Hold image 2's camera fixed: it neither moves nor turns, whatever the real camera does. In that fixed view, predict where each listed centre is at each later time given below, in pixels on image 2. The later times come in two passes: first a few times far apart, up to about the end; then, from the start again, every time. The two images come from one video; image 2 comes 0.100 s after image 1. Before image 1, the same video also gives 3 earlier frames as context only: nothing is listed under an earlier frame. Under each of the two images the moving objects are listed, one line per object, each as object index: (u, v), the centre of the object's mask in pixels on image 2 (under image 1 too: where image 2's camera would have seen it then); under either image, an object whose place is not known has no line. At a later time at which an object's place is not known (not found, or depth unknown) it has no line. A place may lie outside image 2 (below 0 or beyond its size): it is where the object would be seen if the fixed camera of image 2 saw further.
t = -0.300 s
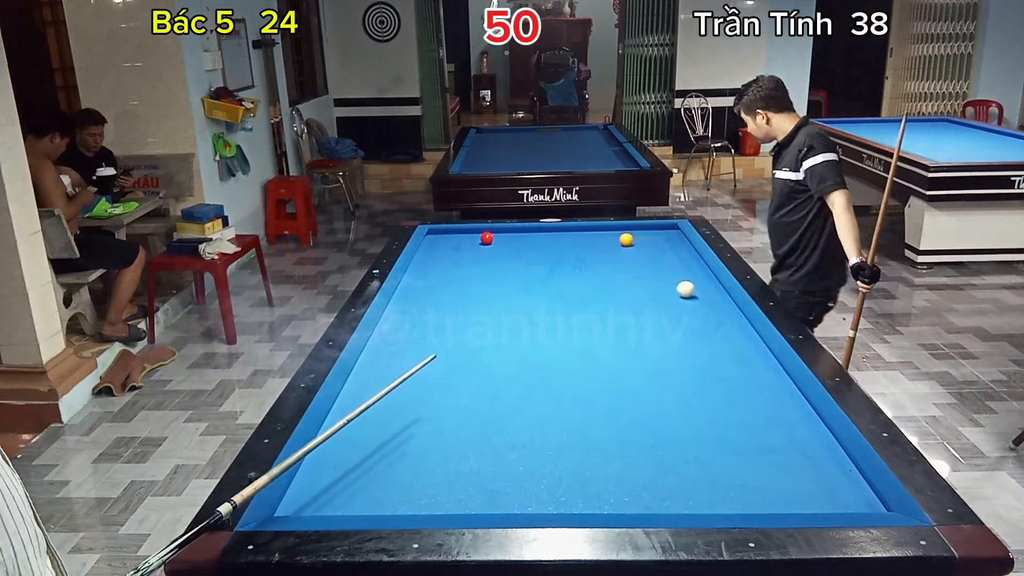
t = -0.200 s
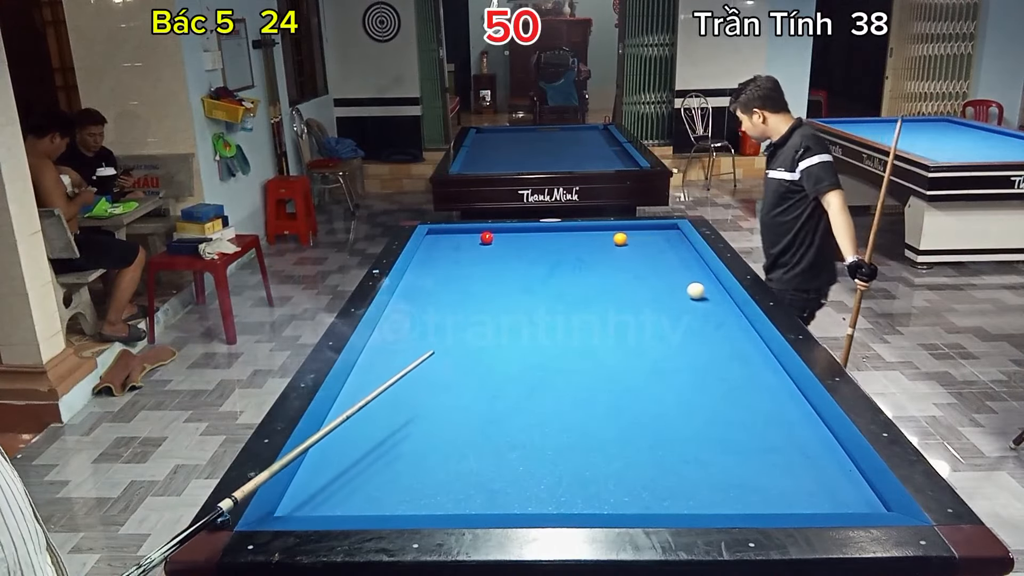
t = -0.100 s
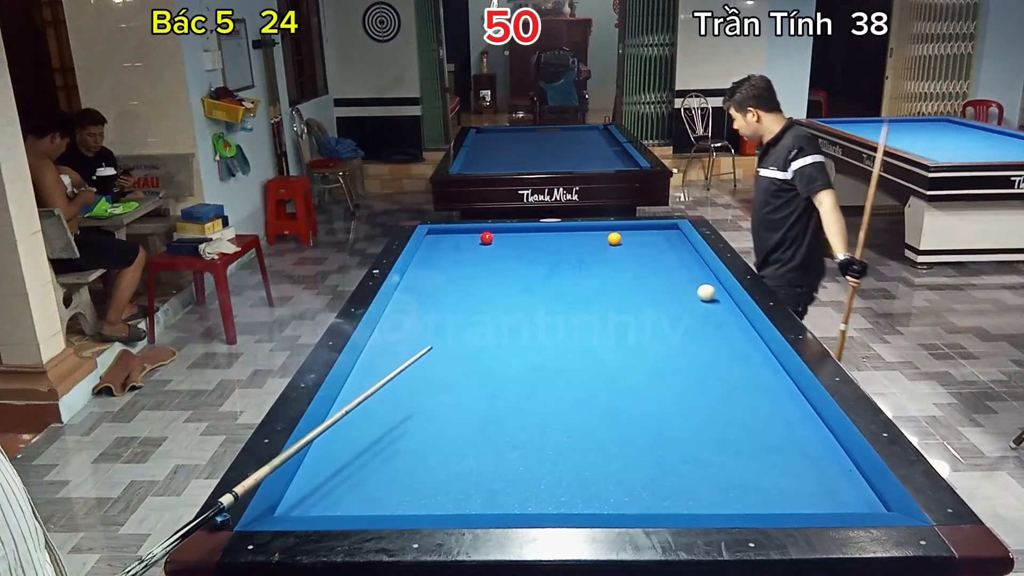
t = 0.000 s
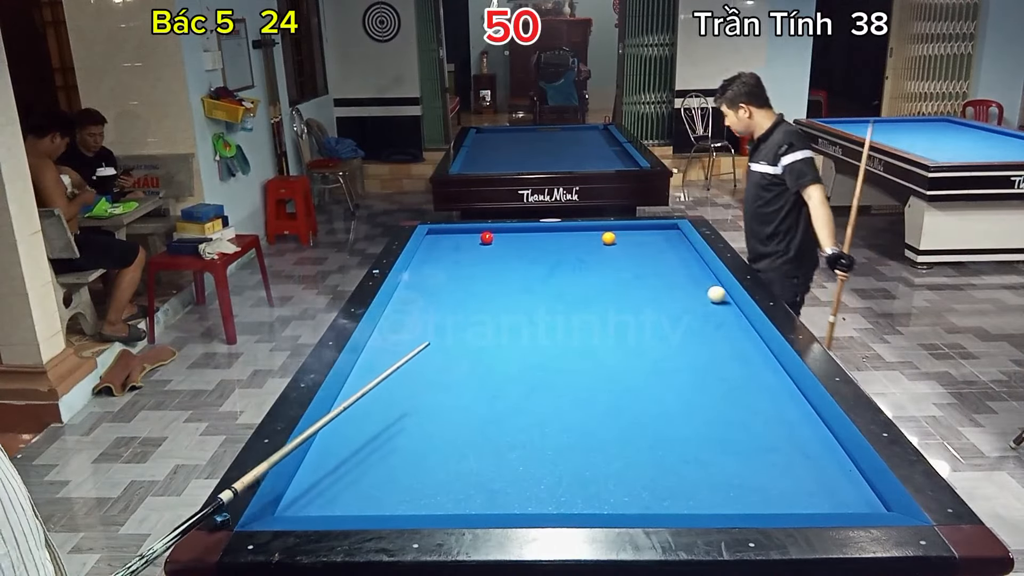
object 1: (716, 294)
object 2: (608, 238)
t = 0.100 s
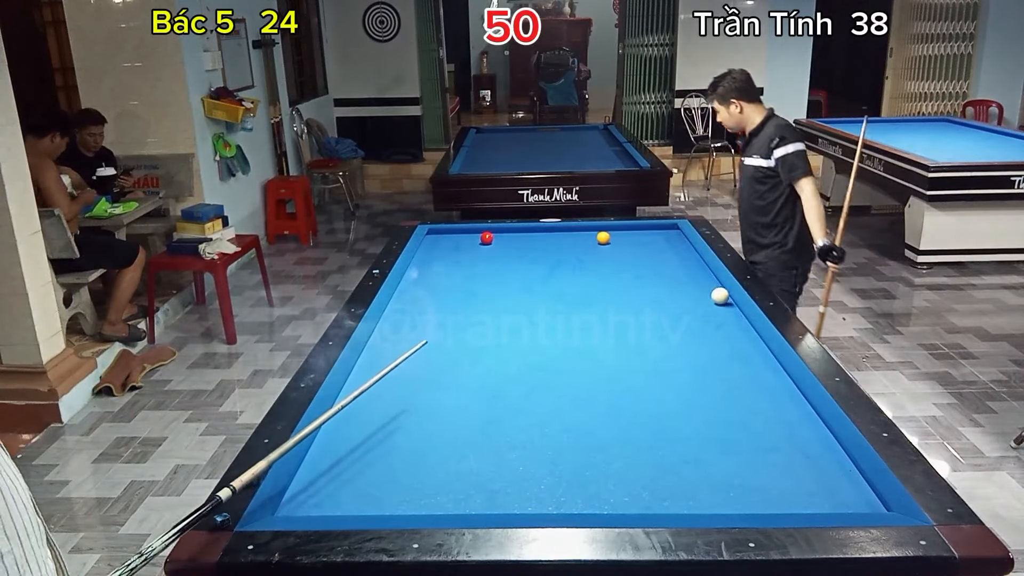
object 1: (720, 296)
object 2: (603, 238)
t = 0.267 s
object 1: (713, 297)
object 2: (594, 237)
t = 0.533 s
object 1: (701, 300)
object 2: (581, 236)
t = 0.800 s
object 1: (691, 302)
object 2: (568, 235)
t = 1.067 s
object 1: (681, 305)
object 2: (556, 234)
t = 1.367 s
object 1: (670, 307)
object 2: (543, 233)
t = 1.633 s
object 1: (660, 309)
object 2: (533, 233)
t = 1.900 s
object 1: (651, 311)
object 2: (523, 232)
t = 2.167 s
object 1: (642, 312)
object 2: (514, 231)
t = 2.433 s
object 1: (635, 314)
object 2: (505, 231)
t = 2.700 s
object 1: (627, 315)
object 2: (497, 230)
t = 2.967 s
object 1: (621, 316)
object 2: (491, 229)
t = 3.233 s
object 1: (616, 317)
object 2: (485, 229)
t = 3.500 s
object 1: (611, 318)
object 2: (480, 230)
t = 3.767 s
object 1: (607, 319)
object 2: (477, 231)
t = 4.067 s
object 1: (604, 320)
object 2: (473, 231)
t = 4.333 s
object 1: (602, 320)
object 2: (470, 231)
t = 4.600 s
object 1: (600, 320)
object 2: (467, 231)
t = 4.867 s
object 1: (600, 320)
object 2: (465, 231)
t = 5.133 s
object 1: (600, 320)
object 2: (464, 231)
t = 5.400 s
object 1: (600, 320)
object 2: (463, 231)
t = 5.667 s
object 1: (600, 320)
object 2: (462, 231)
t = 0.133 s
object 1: (718, 296)
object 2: (601, 238)
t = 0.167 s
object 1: (717, 296)
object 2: (599, 237)
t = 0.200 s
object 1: (716, 296)
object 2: (598, 237)
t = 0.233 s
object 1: (714, 297)
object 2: (596, 237)
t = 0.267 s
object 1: (713, 297)
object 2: (594, 237)
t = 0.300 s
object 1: (711, 298)
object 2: (592, 237)
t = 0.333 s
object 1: (710, 298)
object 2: (590, 237)
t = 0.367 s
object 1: (708, 298)
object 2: (589, 237)
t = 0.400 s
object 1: (707, 299)
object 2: (587, 237)
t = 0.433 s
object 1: (706, 299)
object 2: (585, 237)
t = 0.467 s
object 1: (704, 299)
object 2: (584, 236)
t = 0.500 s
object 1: (703, 300)
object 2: (582, 236)
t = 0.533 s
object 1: (701, 300)
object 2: (581, 236)
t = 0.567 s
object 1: (700, 300)
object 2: (579, 236)
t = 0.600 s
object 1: (699, 300)
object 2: (577, 236)
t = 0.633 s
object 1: (698, 301)
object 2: (576, 236)
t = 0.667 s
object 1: (696, 301)
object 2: (574, 236)
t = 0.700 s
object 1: (695, 301)
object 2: (573, 236)
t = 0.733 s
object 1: (693, 302)
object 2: (571, 235)
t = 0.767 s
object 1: (692, 302)
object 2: (570, 235)
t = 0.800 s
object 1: (691, 302)
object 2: (568, 235)
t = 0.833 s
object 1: (690, 302)
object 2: (566, 235)
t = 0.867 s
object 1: (689, 303)
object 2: (565, 235)
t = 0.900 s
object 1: (687, 303)
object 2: (563, 235)
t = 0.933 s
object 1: (686, 303)
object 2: (562, 235)
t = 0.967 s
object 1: (685, 304)
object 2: (560, 235)
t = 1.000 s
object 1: (683, 304)
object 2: (559, 235)
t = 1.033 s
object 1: (682, 304)
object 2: (557, 235)
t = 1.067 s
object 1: (681, 305)
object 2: (556, 234)
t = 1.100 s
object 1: (680, 305)
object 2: (554, 234)
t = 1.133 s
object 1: (678, 305)
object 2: (553, 234)
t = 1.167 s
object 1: (677, 306)
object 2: (552, 234)
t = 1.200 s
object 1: (676, 306)
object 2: (550, 234)
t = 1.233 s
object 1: (675, 306)
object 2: (549, 234)
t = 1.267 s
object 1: (673, 306)
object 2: (547, 234)
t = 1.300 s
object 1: (672, 307)
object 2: (546, 234)
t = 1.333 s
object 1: (671, 307)
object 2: (544, 234)
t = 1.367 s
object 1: (670, 307)
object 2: (543, 233)
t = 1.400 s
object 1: (669, 307)
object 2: (542, 233)
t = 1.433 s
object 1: (667, 308)
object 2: (541, 233)
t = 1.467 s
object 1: (666, 308)
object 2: (539, 233)
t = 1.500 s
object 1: (665, 308)
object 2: (538, 233)
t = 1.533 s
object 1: (664, 308)
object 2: (536, 233)
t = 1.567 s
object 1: (663, 308)
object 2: (535, 233)
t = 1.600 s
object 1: (661, 309)
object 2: (534, 233)
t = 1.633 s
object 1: (660, 309)
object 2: (533, 233)
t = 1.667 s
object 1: (659, 309)
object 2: (531, 233)
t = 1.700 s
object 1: (658, 309)
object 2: (530, 233)
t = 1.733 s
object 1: (657, 310)
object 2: (529, 232)
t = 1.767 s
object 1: (655, 310)
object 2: (527, 232)
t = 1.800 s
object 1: (654, 310)
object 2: (526, 232)
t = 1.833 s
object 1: (653, 310)
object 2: (525, 232)
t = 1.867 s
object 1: (652, 310)
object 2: (524, 232)
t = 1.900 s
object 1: (651, 311)
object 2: (523, 232)
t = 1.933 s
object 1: (650, 311)
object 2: (521, 232)
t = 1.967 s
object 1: (649, 311)
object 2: (520, 232)
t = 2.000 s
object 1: (648, 311)
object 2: (519, 232)
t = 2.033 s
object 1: (647, 312)
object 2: (518, 232)
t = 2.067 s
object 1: (646, 312)
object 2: (517, 232)
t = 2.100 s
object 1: (645, 312)
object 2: (516, 231)
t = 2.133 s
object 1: (643, 312)
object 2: (515, 231)
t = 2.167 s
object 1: (642, 312)
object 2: (514, 231)
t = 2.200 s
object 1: (641, 312)
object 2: (512, 231)
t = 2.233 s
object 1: (640, 313)
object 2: (511, 231)
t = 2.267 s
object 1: (639, 313)
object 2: (510, 231)
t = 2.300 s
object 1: (638, 313)
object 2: (509, 231)
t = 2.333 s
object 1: (637, 313)
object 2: (508, 231)
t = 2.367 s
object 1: (637, 313)
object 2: (507, 231)
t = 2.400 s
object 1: (636, 314)
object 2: (506, 231)
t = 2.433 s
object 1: (635, 314)
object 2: (505, 231)
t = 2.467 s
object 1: (634, 314)
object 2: (504, 230)
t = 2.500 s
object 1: (633, 314)
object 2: (503, 230)
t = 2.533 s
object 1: (632, 314)
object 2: (502, 230)
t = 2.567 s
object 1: (631, 314)
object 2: (501, 230)
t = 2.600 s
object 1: (630, 315)
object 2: (500, 230)
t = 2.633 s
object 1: (629, 315)
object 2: (499, 230)
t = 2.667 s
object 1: (628, 315)
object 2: (498, 230)
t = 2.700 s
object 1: (627, 315)
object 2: (497, 230)
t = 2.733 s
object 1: (627, 315)
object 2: (496, 230)
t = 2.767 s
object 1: (626, 315)
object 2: (495, 230)
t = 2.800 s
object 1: (625, 316)
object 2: (494, 229)
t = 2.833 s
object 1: (624, 316)
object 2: (494, 229)
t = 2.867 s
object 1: (624, 316)
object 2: (493, 229)
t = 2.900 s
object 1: (623, 316)
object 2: (492, 229)
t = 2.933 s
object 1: (622, 316)
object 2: (492, 229)
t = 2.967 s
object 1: (621, 316)
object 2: (491, 229)
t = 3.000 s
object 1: (621, 316)
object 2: (490, 229)
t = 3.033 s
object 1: (620, 316)
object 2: (489, 229)
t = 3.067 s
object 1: (619, 317)
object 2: (488, 229)
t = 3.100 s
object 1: (618, 317)
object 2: (488, 229)
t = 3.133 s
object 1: (618, 317)
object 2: (488, 229)
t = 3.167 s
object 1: (617, 317)
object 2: (487, 229)
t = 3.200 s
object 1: (616, 317)
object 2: (486, 229)
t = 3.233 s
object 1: (616, 317)
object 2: (485, 229)
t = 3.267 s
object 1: (615, 317)
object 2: (485, 229)
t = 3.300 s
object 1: (614, 318)
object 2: (484, 229)
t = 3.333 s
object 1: (614, 318)
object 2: (484, 229)
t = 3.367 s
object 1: (613, 318)
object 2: (483, 229)
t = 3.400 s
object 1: (613, 318)
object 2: (482, 229)
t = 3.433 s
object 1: (612, 318)
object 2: (481, 230)
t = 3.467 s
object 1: (612, 318)
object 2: (481, 230)
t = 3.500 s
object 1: (611, 318)
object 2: (480, 230)
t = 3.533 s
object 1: (610, 318)
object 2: (480, 230)
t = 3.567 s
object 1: (610, 318)
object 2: (479, 230)
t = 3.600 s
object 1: (609, 318)
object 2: (479, 230)
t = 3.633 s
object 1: (609, 319)
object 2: (478, 230)
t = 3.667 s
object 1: (609, 319)
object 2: (478, 230)
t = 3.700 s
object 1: (608, 319)
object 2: (477, 231)
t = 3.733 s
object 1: (608, 319)
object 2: (477, 230)
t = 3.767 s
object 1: (607, 319)
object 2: (477, 231)
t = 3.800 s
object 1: (607, 319)
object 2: (476, 231)
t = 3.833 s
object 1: (606, 319)
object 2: (476, 231)
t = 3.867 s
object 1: (606, 319)
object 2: (475, 231)
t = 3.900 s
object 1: (606, 319)
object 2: (475, 231)
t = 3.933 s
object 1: (605, 319)
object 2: (474, 231)
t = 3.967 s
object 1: (605, 319)
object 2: (474, 231)
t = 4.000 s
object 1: (605, 319)
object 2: (474, 231)
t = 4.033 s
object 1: (604, 319)
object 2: (473, 231)
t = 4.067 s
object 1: (604, 320)
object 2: (473, 231)
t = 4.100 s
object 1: (604, 319)
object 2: (472, 231)
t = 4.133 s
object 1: (603, 319)
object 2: (472, 231)
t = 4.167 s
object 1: (603, 320)
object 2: (471, 231)
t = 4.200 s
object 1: (603, 320)
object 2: (471, 231)
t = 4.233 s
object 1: (603, 320)
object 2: (471, 231)
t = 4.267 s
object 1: (602, 320)
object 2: (470, 231)
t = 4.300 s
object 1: (602, 320)
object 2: (470, 231)
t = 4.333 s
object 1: (602, 320)
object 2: (470, 231)
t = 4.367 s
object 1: (602, 320)
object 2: (469, 231)
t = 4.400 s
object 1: (601, 320)
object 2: (469, 231)
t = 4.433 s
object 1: (601, 320)
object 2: (469, 231)
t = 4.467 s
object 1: (601, 320)
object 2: (468, 231)
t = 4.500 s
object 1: (601, 320)
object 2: (468, 231)
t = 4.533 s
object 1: (601, 320)
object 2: (468, 231)
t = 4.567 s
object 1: (600, 320)
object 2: (468, 231)
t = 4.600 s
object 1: (600, 320)
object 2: (467, 231)
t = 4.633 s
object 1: (600, 320)
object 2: (467, 231)
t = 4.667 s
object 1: (600, 320)
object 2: (467, 231)
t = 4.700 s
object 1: (600, 320)
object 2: (466, 231)
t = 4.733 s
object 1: (600, 320)
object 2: (466, 231)
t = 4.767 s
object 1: (600, 320)
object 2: (466, 231)
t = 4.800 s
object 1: (600, 320)
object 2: (466, 231)
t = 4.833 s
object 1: (600, 320)
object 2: (465, 231)
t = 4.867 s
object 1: (600, 320)
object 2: (465, 231)
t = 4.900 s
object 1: (599, 320)
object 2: (465, 231)
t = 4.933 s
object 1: (599, 320)
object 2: (465, 231)
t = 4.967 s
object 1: (599, 320)
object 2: (465, 231)
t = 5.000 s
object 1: (599, 320)
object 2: (465, 231)
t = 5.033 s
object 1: (599, 320)
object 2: (464, 231)
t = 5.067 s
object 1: (599, 320)
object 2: (464, 231)
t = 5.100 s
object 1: (600, 320)
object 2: (464, 231)
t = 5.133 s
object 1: (600, 320)
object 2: (464, 231)
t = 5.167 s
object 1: (600, 320)
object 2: (464, 231)
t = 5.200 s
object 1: (600, 320)
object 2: (464, 231)
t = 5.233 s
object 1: (600, 320)
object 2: (463, 231)
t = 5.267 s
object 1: (600, 320)
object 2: (463, 231)
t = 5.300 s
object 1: (600, 320)
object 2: (463, 231)
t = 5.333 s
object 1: (600, 320)
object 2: (463, 231)
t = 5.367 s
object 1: (600, 320)
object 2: (463, 231)
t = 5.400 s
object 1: (600, 320)
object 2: (463, 231)
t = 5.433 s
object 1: (600, 320)
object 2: (463, 231)
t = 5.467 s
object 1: (600, 320)
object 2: (463, 231)
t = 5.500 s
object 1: (600, 320)
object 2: (463, 231)
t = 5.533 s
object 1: (600, 320)
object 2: (462, 231)
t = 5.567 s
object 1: (600, 320)
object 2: (462, 231)
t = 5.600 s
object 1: (600, 320)
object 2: (462, 231)
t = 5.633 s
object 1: (600, 320)
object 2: (462, 231)
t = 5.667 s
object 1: (600, 320)
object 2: (462, 231)
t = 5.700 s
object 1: (600, 320)
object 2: (462, 231)
